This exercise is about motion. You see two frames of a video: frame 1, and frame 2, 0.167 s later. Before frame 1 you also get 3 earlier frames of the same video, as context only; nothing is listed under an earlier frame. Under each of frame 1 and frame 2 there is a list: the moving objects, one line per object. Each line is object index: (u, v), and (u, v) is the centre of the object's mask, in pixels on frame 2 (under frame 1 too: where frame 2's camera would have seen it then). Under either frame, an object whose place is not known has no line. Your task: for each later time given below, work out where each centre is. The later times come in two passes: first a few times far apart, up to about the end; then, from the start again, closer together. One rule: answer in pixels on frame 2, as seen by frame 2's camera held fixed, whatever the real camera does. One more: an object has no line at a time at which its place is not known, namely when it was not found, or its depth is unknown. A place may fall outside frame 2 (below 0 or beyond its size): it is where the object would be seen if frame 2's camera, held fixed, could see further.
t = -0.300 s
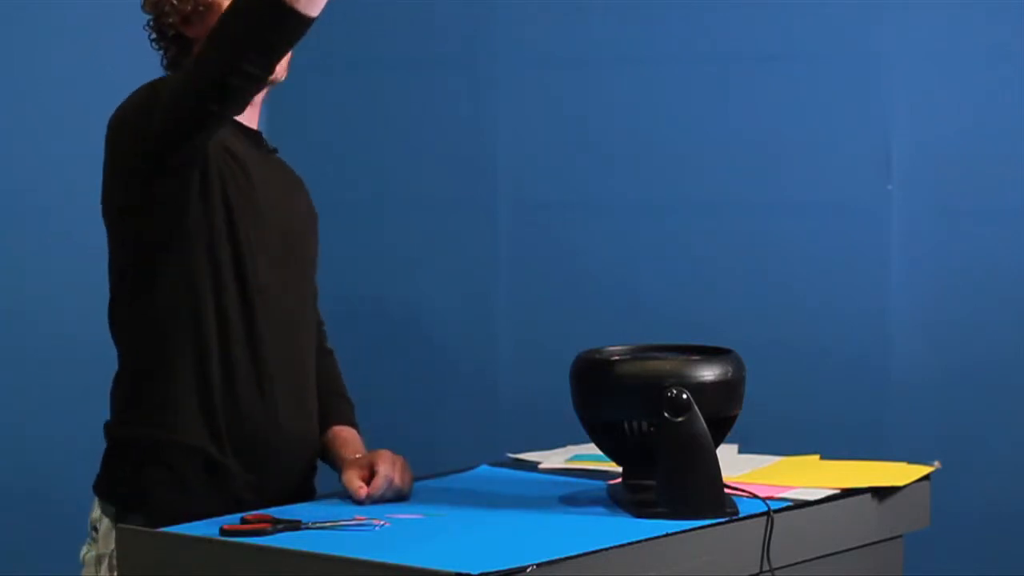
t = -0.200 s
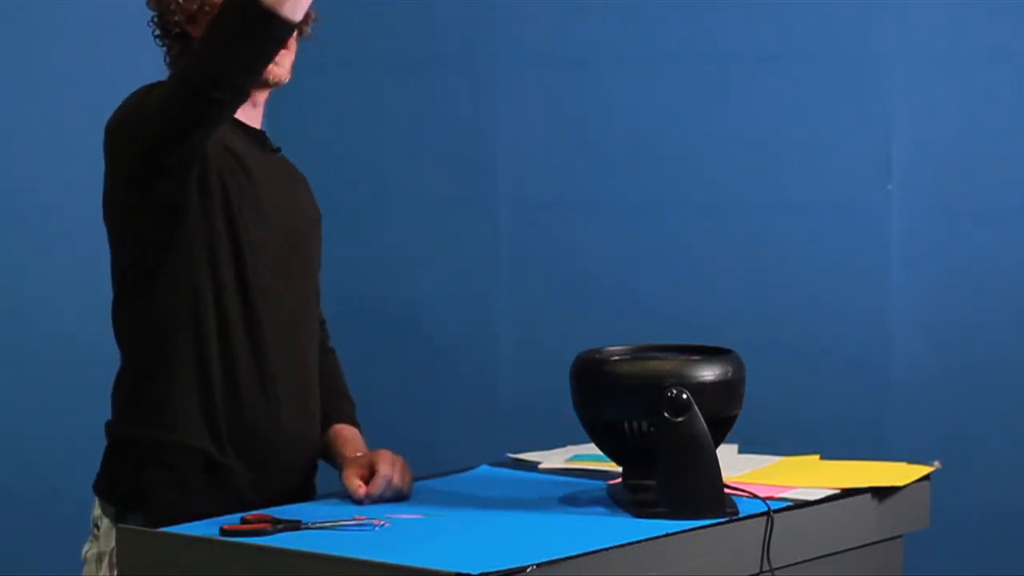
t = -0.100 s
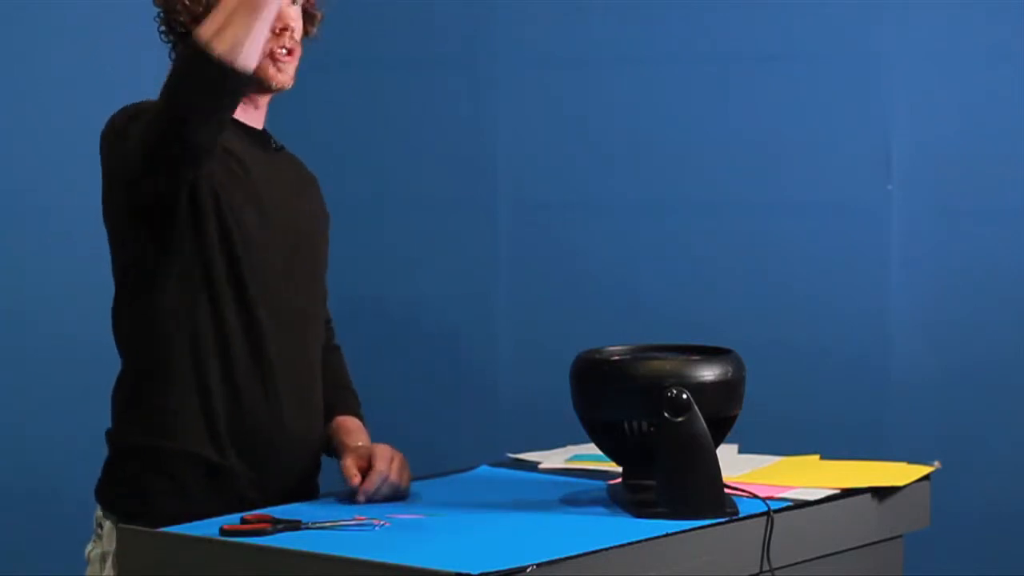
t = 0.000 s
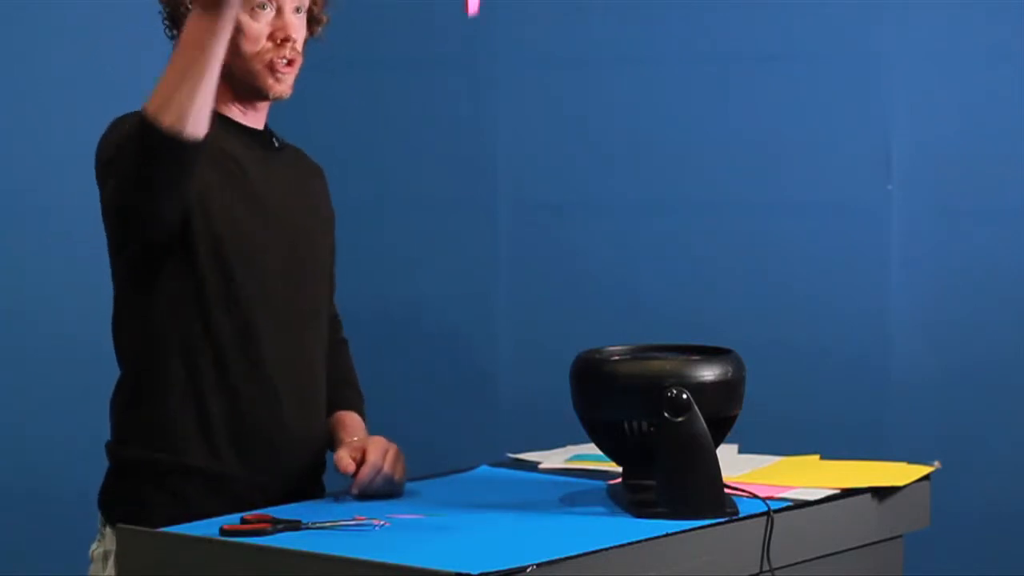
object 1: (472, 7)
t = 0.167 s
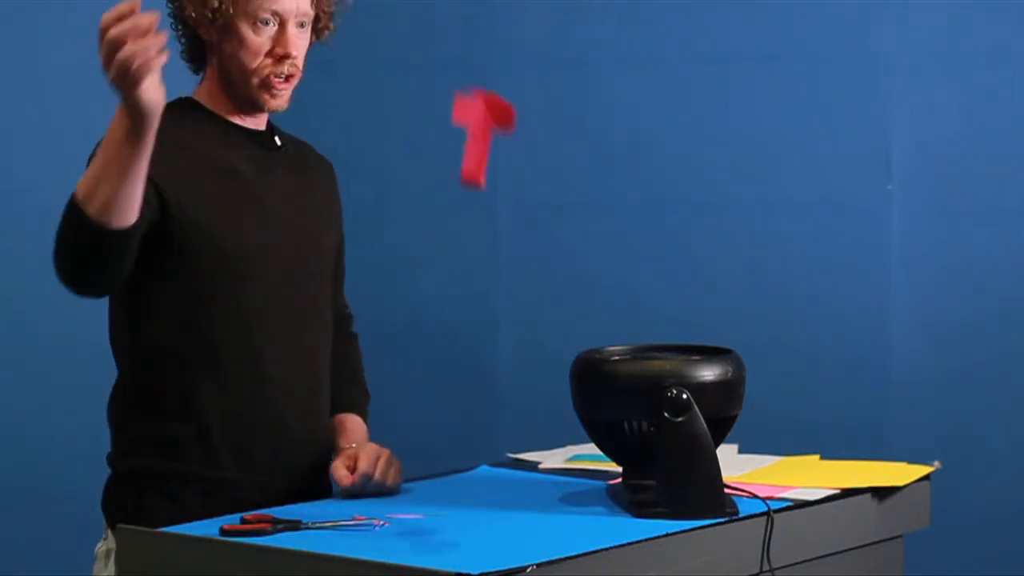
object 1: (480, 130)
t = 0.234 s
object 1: (507, 197)
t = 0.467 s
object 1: (527, 437)
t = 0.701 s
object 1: (559, 492)
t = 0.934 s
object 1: (586, 513)
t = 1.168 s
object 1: (591, 516)
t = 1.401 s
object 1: (591, 516)
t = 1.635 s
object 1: (591, 516)
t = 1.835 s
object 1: (590, 516)
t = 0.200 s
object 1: (493, 164)
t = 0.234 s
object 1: (507, 197)
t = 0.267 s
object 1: (517, 228)
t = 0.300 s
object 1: (526, 261)
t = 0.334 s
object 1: (530, 308)
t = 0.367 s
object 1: (535, 350)
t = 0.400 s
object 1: (527, 383)
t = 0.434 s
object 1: (521, 403)
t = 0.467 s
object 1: (527, 437)
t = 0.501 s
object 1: (525, 476)
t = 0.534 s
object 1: (538, 488)
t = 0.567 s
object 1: (536, 484)
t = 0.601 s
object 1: (538, 491)
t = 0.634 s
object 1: (543, 494)
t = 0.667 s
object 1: (548, 493)
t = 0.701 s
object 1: (559, 492)
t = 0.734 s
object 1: (571, 497)
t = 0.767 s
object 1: (574, 508)
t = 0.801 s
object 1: (580, 516)
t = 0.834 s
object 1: (587, 517)
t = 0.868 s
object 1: (589, 510)
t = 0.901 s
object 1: (588, 510)
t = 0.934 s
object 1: (586, 513)
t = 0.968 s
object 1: (586, 518)
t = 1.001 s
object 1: (587, 518)
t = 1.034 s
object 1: (590, 516)
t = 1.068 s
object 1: (592, 516)
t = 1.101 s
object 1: (593, 515)
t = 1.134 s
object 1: (593, 516)
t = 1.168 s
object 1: (591, 516)
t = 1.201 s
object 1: (590, 517)
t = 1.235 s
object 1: (589, 517)
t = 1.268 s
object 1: (589, 517)
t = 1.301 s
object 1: (590, 517)
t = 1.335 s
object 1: (591, 516)
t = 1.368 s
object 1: (591, 516)
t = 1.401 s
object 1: (591, 516)
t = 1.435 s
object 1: (590, 516)
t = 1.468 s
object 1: (590, 517)
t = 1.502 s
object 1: (590, 517)
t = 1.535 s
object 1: (590, 517)
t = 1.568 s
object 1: (591, 516)
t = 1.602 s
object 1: (591, 516)
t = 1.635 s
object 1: (591, 516)
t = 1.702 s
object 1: (590, 516)
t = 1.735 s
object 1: (590, 516)
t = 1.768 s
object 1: (590, 516)
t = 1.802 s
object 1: (590, 516)
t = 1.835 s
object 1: (590, 516)
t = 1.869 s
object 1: (590, 516)
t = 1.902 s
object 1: (590, 516)
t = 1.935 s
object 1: (590, 516)
